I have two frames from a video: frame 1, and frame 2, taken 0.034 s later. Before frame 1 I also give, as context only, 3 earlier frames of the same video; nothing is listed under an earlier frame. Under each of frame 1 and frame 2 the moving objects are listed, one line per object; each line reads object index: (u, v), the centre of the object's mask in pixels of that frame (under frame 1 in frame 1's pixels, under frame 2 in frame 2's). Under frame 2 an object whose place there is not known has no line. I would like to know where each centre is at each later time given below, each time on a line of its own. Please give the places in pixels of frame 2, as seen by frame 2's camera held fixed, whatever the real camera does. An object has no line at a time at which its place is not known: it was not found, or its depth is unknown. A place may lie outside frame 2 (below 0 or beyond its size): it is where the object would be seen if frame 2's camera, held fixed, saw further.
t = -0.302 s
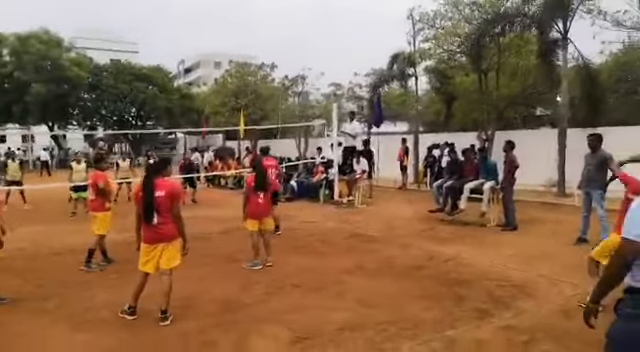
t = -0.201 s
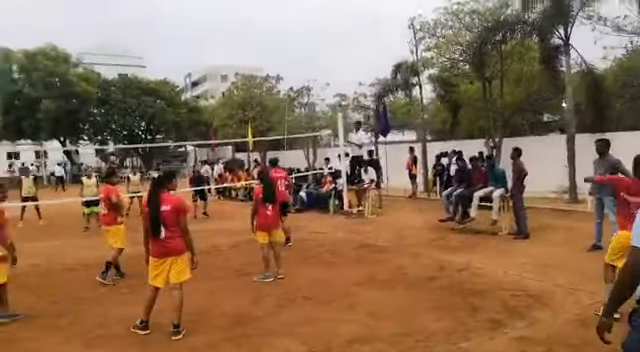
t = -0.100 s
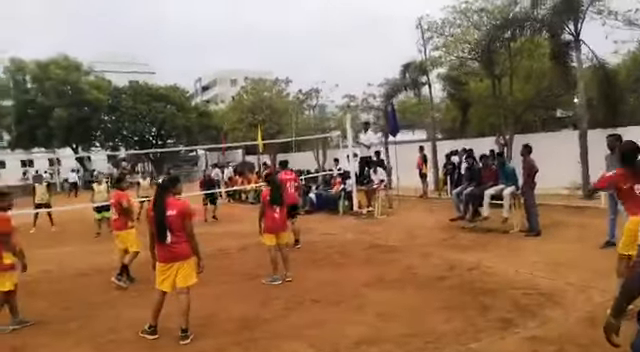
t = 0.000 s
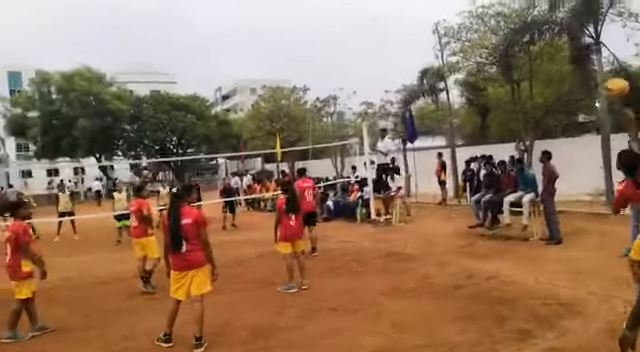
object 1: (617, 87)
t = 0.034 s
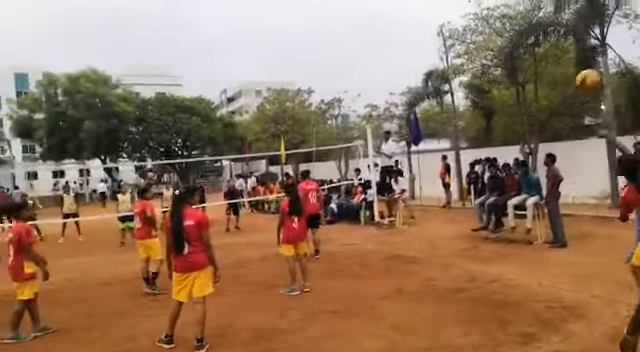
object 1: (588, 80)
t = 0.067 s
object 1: (558, 71)
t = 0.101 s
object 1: (529, 64)
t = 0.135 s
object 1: (505, 58)
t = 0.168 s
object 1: (483, 52)
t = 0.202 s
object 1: (463, 50)
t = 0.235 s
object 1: (442, 48)
